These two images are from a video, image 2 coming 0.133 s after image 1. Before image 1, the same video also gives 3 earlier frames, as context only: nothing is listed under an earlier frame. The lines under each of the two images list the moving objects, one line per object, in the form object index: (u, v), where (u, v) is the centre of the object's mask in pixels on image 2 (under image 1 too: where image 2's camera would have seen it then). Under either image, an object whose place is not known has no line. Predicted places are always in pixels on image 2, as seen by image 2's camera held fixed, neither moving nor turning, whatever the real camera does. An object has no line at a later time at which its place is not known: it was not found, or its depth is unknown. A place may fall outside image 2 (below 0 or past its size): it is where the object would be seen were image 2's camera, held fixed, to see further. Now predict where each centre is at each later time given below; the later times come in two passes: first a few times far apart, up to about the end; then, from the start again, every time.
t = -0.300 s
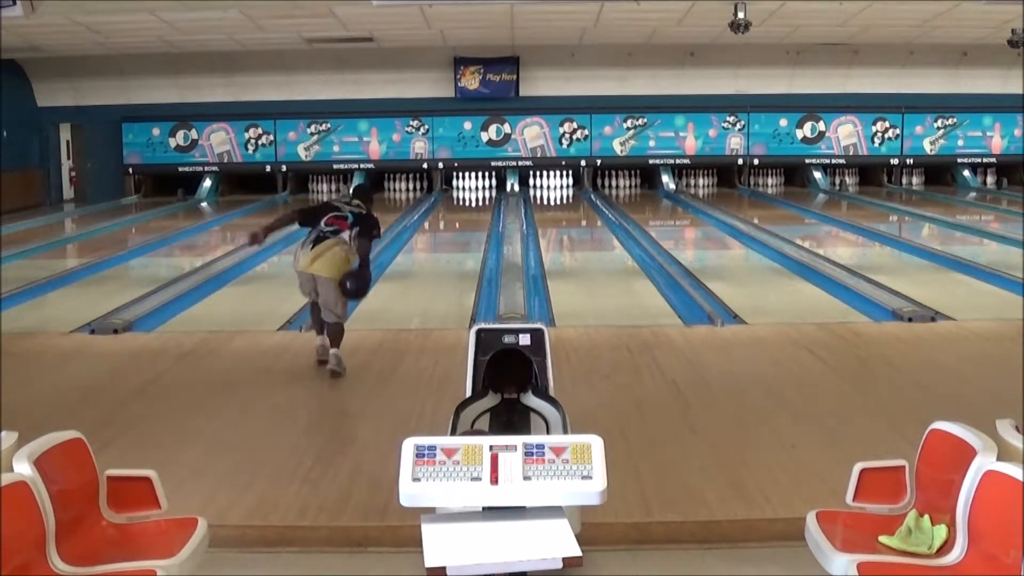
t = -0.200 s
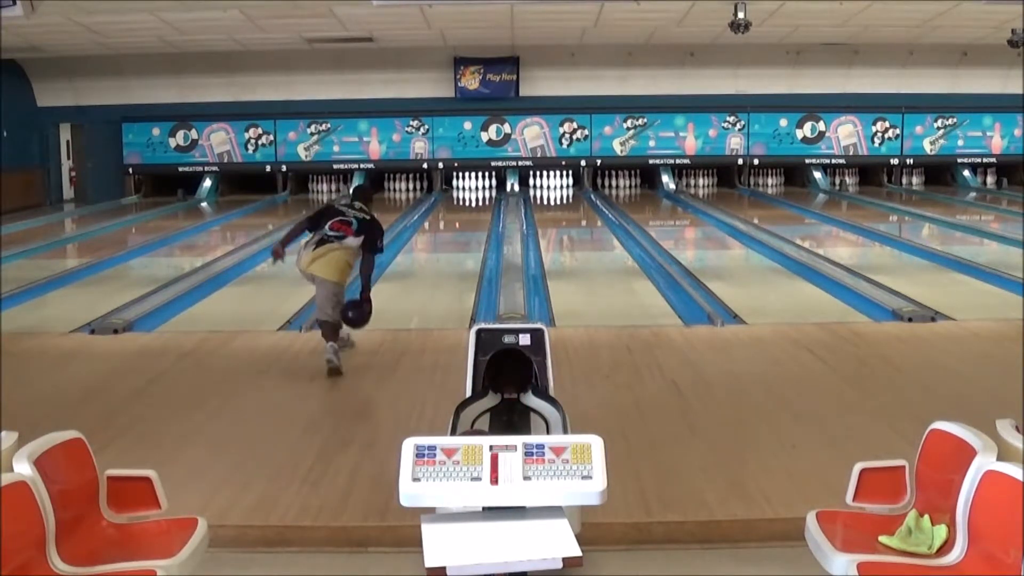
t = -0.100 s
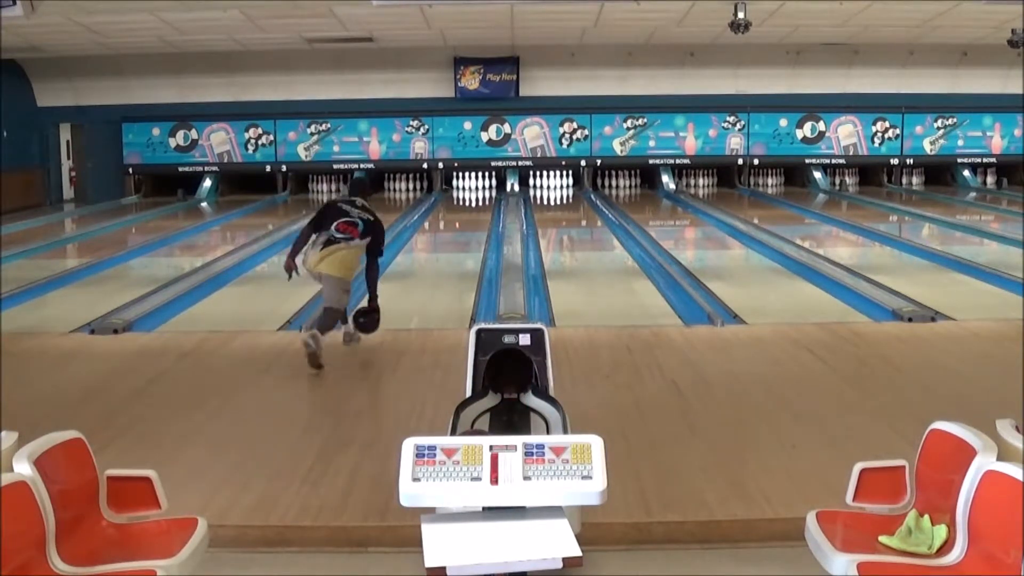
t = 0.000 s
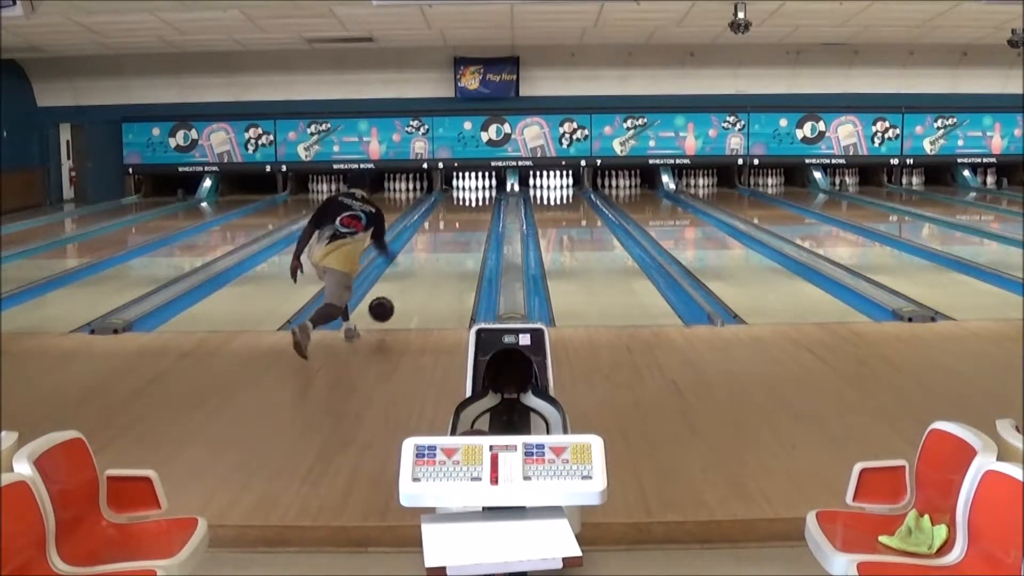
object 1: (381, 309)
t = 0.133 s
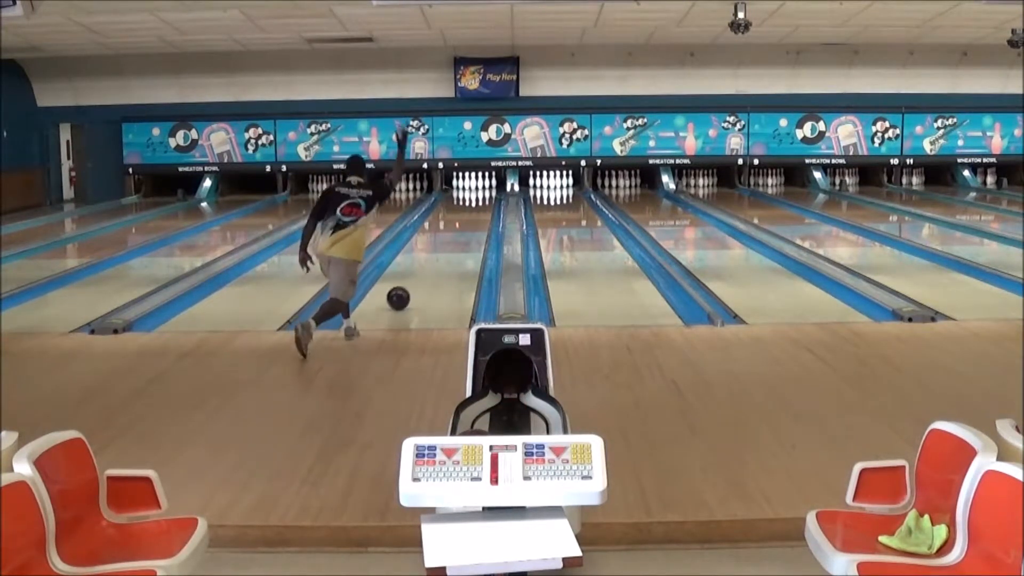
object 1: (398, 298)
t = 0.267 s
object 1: (412, 283)
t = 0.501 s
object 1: (432, 260)
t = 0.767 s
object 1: (448, 242)
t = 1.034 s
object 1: (459, 228)
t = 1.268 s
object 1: (467, 218)
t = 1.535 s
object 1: (472, 208)
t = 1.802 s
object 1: (477, 200)
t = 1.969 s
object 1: (478, 197)
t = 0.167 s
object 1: (402, 294)
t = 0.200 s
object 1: (406, 290)
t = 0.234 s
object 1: (409, 286)
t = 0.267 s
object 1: (412, 283)
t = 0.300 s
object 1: (415, 279)
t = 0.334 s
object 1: (418, 276)
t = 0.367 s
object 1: (421, 272)
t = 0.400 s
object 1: (424, 269)
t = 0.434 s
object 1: (427, 266)
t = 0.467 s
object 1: (429, 263)
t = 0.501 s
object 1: (432, 260)
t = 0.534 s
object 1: (434, 257)
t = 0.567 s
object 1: (436, 255)
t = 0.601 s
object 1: (438, 253)
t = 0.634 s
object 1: (440, 250)
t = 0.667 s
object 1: (442, 248)
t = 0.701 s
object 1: (444, 246)
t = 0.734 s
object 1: (446, 244)
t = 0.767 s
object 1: (448, 242)
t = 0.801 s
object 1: (449, 240)
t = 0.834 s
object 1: (451, 238)
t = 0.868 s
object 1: (452, 236)
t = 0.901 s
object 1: (454, 235)
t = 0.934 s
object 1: (455, 233)
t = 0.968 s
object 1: (457, 231)
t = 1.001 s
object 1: (458, 230)
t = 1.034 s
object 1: (459, 228)
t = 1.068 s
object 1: (461, 226)
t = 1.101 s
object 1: (462, 225)
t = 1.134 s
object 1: (463, 224)
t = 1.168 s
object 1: (464, 222)
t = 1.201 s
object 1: (465, 220)
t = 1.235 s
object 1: (465, 220)
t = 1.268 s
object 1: (467, 218)
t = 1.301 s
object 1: (468, 217)
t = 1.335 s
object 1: (469, 215)
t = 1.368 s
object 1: (469, 214)
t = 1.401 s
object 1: (470, 213)
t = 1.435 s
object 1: (471, 212)
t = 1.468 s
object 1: (472, 210)
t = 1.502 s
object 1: (472, 209)
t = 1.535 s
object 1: (472, 208)
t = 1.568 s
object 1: (473, 207)
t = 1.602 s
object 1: (474, 206)
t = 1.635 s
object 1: (475, 205)
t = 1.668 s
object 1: (475, 204)
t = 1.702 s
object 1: (476, 204)
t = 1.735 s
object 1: (475, 203)
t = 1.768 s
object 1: (476, 202)
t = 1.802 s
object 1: (477, 200)
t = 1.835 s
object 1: (477, 200)
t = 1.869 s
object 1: (477, 199)
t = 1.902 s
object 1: (477, 198)
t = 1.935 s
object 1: (478, 197)
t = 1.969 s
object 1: (478, 197)
